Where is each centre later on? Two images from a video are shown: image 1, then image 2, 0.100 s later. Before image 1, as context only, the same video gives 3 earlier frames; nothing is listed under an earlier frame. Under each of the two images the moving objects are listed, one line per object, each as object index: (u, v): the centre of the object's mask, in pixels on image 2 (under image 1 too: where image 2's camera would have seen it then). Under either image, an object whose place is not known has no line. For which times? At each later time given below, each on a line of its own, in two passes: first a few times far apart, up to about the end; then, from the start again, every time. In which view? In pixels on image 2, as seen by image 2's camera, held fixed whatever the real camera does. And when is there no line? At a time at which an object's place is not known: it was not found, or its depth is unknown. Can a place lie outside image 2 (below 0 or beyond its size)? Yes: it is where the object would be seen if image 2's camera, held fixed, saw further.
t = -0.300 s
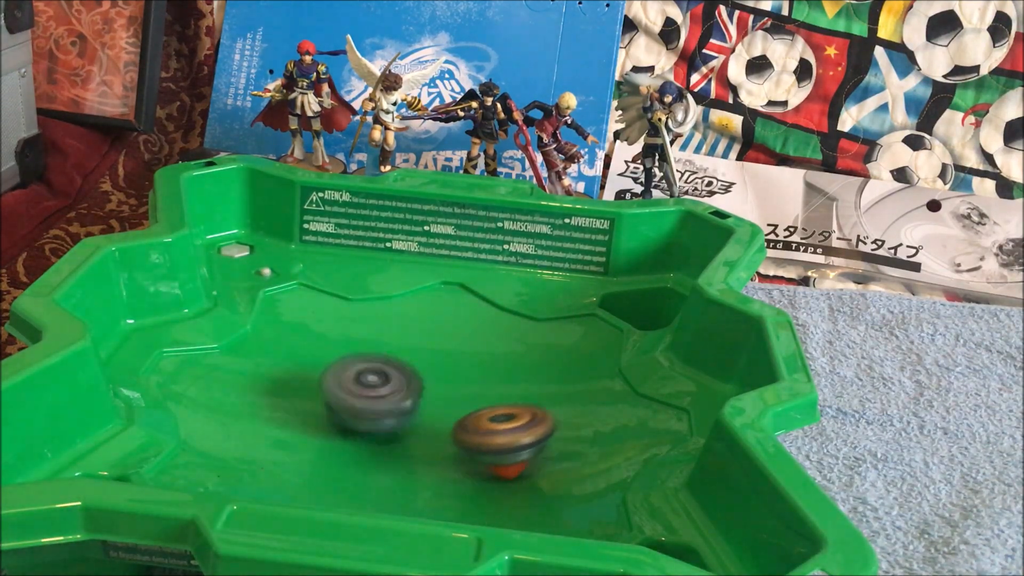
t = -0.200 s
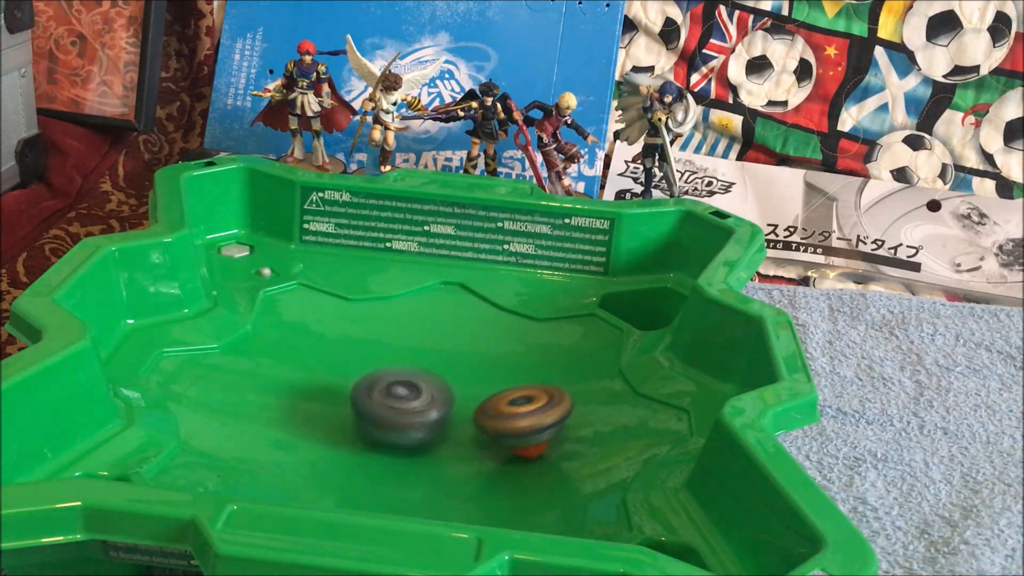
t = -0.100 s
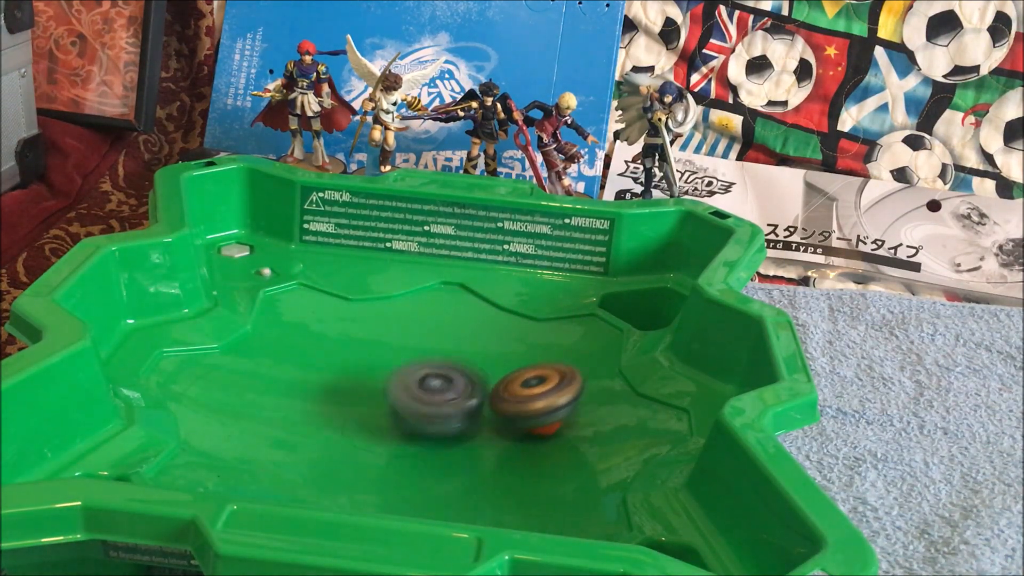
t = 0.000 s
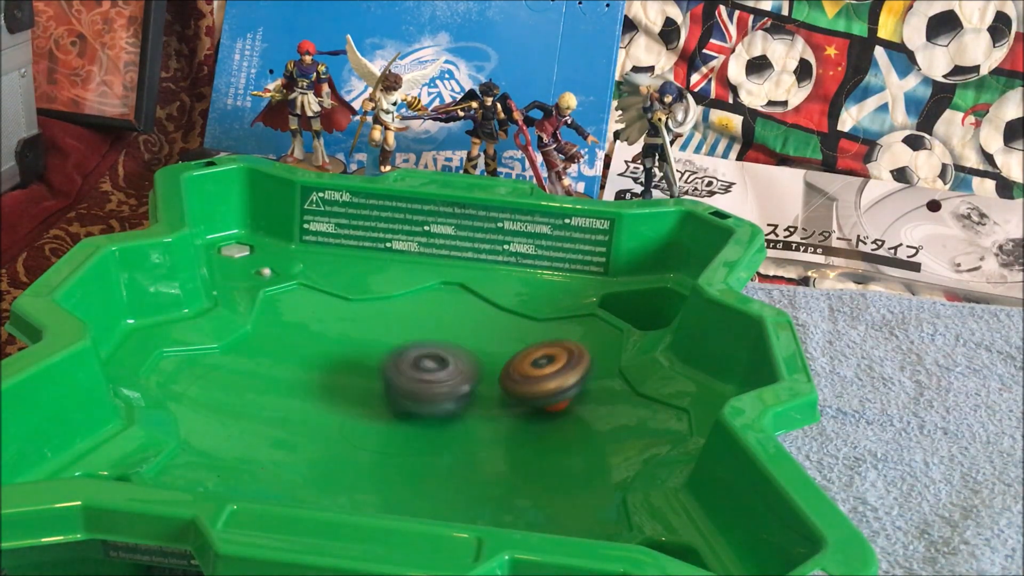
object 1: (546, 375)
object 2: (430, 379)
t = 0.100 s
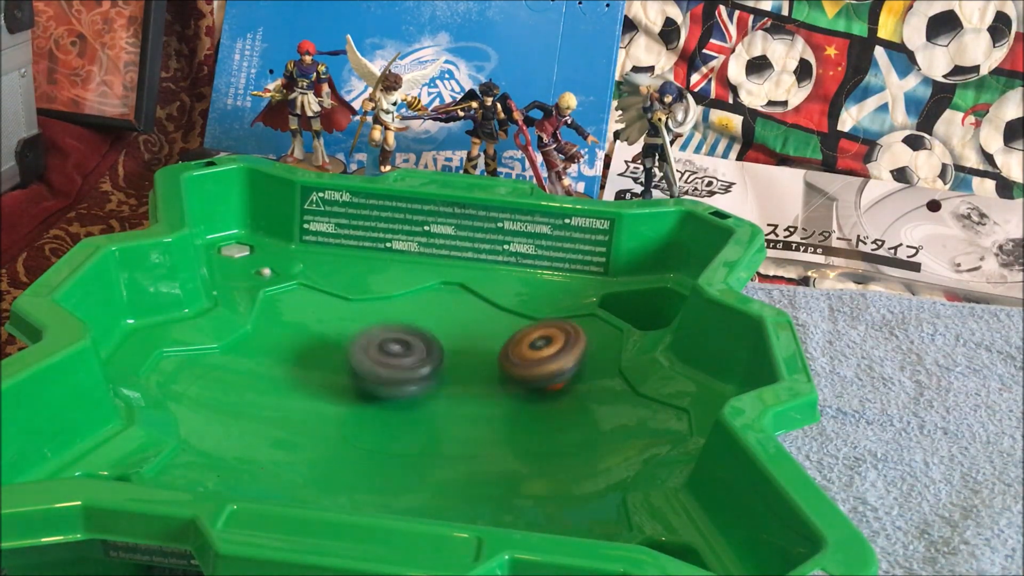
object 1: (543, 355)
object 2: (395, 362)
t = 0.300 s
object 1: (515, 324)
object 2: (340, 374)
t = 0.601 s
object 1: (438, 298)
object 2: (438, 375)
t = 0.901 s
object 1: (355, 302)
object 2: (438, 355)
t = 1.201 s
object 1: (303, 348)
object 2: (449, 383)
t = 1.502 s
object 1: (312, 406)
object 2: (451, 382)
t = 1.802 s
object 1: (389, 444)
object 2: (419, 380)
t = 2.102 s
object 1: (482, 429)
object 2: (384, 354)
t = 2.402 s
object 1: (526, 376)
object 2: (408, 372)
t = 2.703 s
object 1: (521, 328)
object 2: (381, 376)
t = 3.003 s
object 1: (455, 315)
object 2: (418, 406)
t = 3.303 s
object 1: (350, 287)
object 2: (488, 408)
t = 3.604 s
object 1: (313, 323)
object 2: (480, 380)
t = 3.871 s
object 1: (294, 375)
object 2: (445, 392)
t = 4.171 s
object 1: (380, 425)
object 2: (464, 360)
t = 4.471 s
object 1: (510, 420)
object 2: (389, 395)
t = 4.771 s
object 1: (544, 374)
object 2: (448, 393)
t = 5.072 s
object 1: (496, 331)
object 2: (355, 374)
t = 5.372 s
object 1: (378, 315)
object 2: (382, 392)
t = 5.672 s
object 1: (304, 338)
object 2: (427, 344)
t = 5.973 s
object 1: (331, 397)
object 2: (397, 341)
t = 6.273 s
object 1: (451, 441)
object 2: (455, 373)
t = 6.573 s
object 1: (534, 407)
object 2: (439, 353)
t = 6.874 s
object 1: (508, 345)
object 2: (415, 393)
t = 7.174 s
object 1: (410, 307)
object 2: (450, 397)
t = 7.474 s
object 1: (329, 325)
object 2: (403, 369)
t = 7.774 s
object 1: (298, 376)
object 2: (438, 385)
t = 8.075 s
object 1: (407, 439)
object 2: (444, 372)
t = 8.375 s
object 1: (528, 416)
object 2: (408, 372)
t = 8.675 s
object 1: (522, 346)
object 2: (410, 387)
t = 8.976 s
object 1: (415, 307)
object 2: (429, 376)
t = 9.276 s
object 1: (315, 332)
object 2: (412, 361)
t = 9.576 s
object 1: (326, 405)
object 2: (407, 374)
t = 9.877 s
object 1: (459, 438)
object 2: (445, 367)
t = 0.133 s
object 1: (541, 348)
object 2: (382, 359)
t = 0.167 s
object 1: (537, 343)
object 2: (370, 358)
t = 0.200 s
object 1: (533, 337)
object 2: (359, 361)
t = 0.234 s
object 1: (528, 332)
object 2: (347, 364)
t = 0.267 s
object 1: (522, 328)
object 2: (342, 369)
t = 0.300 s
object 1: (515, 324)
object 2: (340, 374)
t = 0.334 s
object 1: (509, 320)
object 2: (343, 380)
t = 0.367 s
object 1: (502, 314)
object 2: (350, 386)
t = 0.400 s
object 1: (494, 311)
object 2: (362, 392)
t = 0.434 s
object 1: (486, 308)
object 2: (375, 395)
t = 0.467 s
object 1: (477, 305)
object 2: (389, 395)
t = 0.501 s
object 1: (468, 303)
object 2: (403, 394)
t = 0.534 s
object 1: (458, 301)
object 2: (417, 390)
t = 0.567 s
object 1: (448, 300)
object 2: (429, 383)
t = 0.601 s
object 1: (438, 298)
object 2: (438, 375)
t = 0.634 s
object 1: (428, 296)
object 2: (443, 365)
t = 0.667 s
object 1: (417, 295)
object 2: (444, 357)
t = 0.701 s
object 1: (407, 292)
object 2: (444, 353)
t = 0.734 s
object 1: (397, 292)
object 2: (444, 351)
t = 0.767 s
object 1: (389, 292)
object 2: (444, 352)
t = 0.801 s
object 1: (380, 295)
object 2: (442, 353)
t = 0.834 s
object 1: (372, 296)
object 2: (441, 353)
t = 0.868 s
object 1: (363, 298)
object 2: (440, 354)
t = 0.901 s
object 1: (355, 302)
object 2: (438, 355)
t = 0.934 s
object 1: (348, 306)
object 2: (438, 357)
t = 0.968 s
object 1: (341, 310)
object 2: (437, 360)
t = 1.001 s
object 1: (335, 315)
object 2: (436, 363)
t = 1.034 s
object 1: (329, 320)
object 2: (437, 367)
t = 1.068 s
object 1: (323, 325)
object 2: (439, 371)
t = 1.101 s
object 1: (317, 331)
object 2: (441, 374)
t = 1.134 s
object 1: (311, 338)
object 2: (444, 378)
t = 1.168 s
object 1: (306, 343)
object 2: (446, 380)
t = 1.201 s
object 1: (303, 348)
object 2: (449, 383)
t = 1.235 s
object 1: (299, 355)
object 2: (452, 384)
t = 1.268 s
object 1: (297, 361)
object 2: (455, 383)
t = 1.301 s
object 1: (295, 368)
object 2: (457, 384)
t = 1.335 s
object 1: (295, 374)
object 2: (457, 384)
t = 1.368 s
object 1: (296, 381)
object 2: (458, 383)
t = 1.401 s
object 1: (298, 387)
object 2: (458, 383)
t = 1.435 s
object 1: (302, 394)
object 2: (456, 383)
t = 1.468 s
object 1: (307, 400)
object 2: (454, 382)
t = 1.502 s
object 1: (312, 406)
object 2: (451, 382)
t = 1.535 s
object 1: (318, 412)
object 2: (446, 382)
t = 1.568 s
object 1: (324, 417)
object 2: (442, 381)
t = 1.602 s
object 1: (333, 423)
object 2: (437, 382)
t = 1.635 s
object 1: (341, 427)
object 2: (432, 382)
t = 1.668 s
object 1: (351, 431)
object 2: (427, 382)
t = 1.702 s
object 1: (361, 435)
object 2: (423, 383)
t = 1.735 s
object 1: (372, 438)
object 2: (420, 383)
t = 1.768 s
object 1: (379, 442)
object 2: (419, 382)
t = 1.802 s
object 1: (389, 444)
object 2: (419, 380)
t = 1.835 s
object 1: (399, 445)
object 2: (418, 376)
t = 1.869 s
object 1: (410, 445)
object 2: (416, 372)
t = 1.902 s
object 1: (420, 445)
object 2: (413, 367)
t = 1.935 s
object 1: (432, 444)
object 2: (409, 362)
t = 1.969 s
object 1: (443, 442)
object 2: (403, 358)
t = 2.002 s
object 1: (453, 440)
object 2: (398, 356)
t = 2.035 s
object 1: (463, 437)
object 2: (393, 354)
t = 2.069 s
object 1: (473, 433)
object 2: (388, 354)
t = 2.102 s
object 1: (482, 429)
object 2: (384, 354)
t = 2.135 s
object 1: (491, 425)
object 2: (381, 355)
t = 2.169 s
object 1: (498, 420)
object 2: (380, 357)
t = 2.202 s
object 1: (506, 414)
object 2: (379, 359)
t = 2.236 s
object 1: (512, 408)
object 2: (380, 362)
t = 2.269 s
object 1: (517, 402)
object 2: (383, 366)
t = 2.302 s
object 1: (520, 395)
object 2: (388, 367)
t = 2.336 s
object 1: (523, 389)
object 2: (393, 369)
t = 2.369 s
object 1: (524, 383)
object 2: (400, 372)
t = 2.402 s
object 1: (526, 376)
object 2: (408, 372)
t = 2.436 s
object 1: (528, 369)
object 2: (416, 373)
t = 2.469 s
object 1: (528, 362)
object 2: (423, 371)
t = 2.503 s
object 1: (527, 357)
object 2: (431, 370)
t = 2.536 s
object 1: (526, 351)
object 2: (435, 367)
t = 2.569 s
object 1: (531, 345)
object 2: (427, 366)
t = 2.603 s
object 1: (531, 340)
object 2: (415, 367)
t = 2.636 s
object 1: (528, 336)
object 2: (402, 368)
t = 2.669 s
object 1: (525, 333)
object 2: (390, 372)
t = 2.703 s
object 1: (521, 328)
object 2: (381, 376)
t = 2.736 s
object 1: (516, 326)
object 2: (374, 381)
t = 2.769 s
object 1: (510, 323)
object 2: (369, 386)
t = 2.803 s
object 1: (504, 320)
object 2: (368, 392)
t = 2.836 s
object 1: (498, 319)
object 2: (370, 398)
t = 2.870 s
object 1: (490, 317)
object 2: (375, 403)
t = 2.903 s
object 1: (482, 316)
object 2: (384, 407)
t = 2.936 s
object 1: (473, 316)
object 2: (396, 409)
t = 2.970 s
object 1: (464, 315)
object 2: (408, 408)
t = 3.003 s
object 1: (455, 315)
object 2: (418, 406)
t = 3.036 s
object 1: (446, 316)
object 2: (428, 401)
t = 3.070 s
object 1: (435, 316)
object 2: (435, 394)
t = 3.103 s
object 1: (424, 316)
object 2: (438, 385)
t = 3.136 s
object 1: (414, 315)
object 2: (438, 377)
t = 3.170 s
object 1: (396, 311)
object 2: (445, 384)
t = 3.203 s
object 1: (381, 295)
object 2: (455, 394)
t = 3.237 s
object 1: (365, 290)
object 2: (466, 401)
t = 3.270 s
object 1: (358, 287)
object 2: (476, 405)
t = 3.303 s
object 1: (350, 287)
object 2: (488, 408)
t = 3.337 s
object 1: (344, 289)
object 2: (501, 409)
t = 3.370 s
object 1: (338, 290)
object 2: (511, 406)
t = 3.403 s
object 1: (332, 293)
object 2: (519, 402)
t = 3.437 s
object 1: (327, 297)
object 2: (521, 398)
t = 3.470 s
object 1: (323, 301)
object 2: (517, 394)
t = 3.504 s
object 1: (318, 306)
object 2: (512, 391)
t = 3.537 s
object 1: (316, 311)
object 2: (504, 387)
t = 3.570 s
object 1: (315, 316)
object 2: (494, 383)
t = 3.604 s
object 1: (313, 323)
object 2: (480, 380)
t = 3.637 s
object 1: (311, 330)
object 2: (464, 379)
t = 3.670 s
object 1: (311, 338)
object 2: (449, 380)
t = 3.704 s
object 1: (313, 346)
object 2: (434, 381)
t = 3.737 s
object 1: (316, 353)
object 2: (421, 384)
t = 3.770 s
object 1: (316, 361)
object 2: (414, 385)
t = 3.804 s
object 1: (302, 366)
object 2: (424, 388)
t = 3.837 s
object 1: (294, 370)
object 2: (435, 391)
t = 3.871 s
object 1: (294, 375)
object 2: (445, 392)
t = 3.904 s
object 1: (297, 381)
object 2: (457, 393)
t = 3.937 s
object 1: (303, 387)
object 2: (468, 392)
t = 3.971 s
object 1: (310, 394)
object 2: (478, 389)
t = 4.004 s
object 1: (319, 400)
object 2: (484, 383)
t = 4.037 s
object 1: (329, 406)
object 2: (485, 378)
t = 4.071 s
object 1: (340, 412)
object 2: (483, 373)
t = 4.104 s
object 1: (352, 417)
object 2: (479, 368)
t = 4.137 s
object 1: (365, 421)
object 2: (473, 365)
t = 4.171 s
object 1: (380, 425)
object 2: (464, 360)
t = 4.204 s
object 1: (396, 428)
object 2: (453, 358)
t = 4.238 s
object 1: (413, 429)
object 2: (440, 359)
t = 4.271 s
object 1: (429, 431)
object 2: (427, 361)
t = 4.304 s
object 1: (444, 431)
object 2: (417, 365)
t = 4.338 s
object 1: (460, 431)
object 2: (409, 368)
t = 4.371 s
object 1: (474, 429)
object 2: (400, 374)
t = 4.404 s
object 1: (488, 427)
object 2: (393, 380)
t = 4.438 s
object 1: (500, 424)
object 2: (390, 387)
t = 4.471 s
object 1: (510, 420)
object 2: (389, 395)
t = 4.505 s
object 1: (520, 417)
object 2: (393, 400)
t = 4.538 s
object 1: (528, 412)
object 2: (399, 405)
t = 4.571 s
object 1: (535, 407)
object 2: (405, 409)
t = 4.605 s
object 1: (539, 402)
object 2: (413, 412)
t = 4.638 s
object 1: (543, 396)
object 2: (425, 413)
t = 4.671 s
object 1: (546, 391)
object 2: (436, 409)
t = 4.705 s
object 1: (547, 385)
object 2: (442, 405)
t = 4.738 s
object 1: (546, 380)
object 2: (446, 399)
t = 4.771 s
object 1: (544, 374)
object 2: (448, 393)
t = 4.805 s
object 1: (545, 368)
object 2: (446, 387)
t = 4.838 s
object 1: (545, 361)
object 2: (436, 382)
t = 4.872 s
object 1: (541, 357)
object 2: (423, 379)
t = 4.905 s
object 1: (538, 351)
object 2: (412, 377)
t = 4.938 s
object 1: (531, 347)
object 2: (400, 374)
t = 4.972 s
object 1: (524, 342)
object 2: (389, 371)
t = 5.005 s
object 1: (517, 338)
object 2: (375, 371)
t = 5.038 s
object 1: (507, 335)
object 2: (364, 373)
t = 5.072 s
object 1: (496, 331)
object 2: (355, 374)
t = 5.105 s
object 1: (485, 328)
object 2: (349, 375)
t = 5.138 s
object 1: (473, 326)
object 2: (341, 379)
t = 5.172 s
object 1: (461, 323)
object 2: (338, 383)
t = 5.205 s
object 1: (448, 322)
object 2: (341, 388)
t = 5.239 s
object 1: (434, 320)
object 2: (347, 391)
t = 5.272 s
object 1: (420, 319)
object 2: (352, 392)
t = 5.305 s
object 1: (406, 318)
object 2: (361, 393)
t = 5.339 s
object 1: (393, 316)
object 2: (372, 393)
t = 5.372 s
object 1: (378, 315)
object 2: (382, 392)
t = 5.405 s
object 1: (366, 315)
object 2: (391, 388)
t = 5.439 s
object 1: (353, 316)
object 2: (400, 386)
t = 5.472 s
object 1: (343, 317)
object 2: (411, 380)
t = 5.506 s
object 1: (333, 320)
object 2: (417, 373)
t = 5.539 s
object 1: (325, 322)
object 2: (421, 368)
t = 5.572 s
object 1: (318, 326)
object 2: (425, 363)
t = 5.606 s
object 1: (312, 329)
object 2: (429, 355)
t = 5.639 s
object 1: (307, 333)
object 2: (428, 349)
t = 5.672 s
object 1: (304, 338)
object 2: (427, 344)
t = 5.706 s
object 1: (301, 343)
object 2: (426, 339)
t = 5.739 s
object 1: (301, 349)
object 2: (422, 332)
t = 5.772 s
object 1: (301, 355)
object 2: (416, 329)
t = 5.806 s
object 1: (303, 362)
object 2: (410, 329)
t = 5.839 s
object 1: (306, 368)
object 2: (406, 329)
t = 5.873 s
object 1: (311, 375)
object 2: (401, 329)
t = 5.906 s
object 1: (316, 383)
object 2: (397, 334)
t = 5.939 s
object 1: (323, 390)
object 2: (396, 338)
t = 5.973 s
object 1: (331, 397)
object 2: (397, 341)
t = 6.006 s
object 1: (340, 405)
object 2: (396, 347)
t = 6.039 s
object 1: (352, 412)
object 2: (400, 354)
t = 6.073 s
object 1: (363, 418)
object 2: (407, 358)
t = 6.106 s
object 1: (376, 423)
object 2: (411, 362)
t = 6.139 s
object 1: (390, 428)
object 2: (419, 368)
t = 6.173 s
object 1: (403, 433)
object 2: (430, 372)
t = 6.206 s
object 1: (419, 437)
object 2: (440, 373)
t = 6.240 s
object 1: (436, 440)
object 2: (448, 373)
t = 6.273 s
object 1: (451, 441)
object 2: (455, 373)
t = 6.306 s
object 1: (465, 441)
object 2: (463, 370)
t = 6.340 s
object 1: (478, 439)
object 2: (466, 365)
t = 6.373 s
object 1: (490, 437)
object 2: (468, 362)
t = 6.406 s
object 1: (500, 434)
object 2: (469, 356)
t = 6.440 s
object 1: (511, 430)
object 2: (465, 353)
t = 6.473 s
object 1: (519, 426)
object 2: (458, 351)
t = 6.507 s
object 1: (525, 420)
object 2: (455, 350)
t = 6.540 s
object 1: (529, 415)
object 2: (447, 350)
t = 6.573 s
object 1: (534, 407)
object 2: (439, 353)
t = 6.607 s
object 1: (535, 401)
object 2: (436, 355)
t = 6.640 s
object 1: (536, 395)
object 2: (428, 357)
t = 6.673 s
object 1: (535, 389)
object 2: (421, 363)
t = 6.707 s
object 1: (535, 381)
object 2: (419, 368)
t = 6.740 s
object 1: (531, 373)
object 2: (414, 371)
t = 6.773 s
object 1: (526, 367)
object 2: (412, 378)
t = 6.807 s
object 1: (521, 359)
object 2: (412, 384)
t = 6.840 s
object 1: (515, 352)
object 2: (413, 387)
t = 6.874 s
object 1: (508, 345)
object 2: (415, 393)
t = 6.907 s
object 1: (500, 338)
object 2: (420, 398)
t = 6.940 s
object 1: (490, 332)
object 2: (425, 401)
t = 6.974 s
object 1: (481, 327)
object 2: (430, 404)
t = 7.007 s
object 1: (470, 322)
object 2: (438, 405)
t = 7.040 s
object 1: (459, 318)
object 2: (442, 405)
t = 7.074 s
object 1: (447, 316)
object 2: (445, 404)
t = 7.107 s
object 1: (435, 312)
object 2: (450, 402)
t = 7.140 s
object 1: (422, 309)
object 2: (451, 399)
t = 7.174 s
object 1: (410, 307)
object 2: (450, 397)
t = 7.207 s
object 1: (399, 306)
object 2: (452, 393)
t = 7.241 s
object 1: (389, 306)
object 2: (449, 389)
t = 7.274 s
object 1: (378, 306)
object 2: (444, 386)
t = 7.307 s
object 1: (368, 307)
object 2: (442, 381)
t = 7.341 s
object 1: (360, 310)
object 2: (434, 378)
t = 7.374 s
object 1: (352, 313)
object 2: (427, 376)
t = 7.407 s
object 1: (345, 317)
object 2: (420, 370)
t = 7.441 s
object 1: (337, 321)
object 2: (410, 369)
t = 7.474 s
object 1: (329, 325)
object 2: (403, 369)
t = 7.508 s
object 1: (317, 329)
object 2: (402, 370)
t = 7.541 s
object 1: (307, 330)
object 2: (404, 374)
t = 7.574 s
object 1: (300, 335)
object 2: (409, 377)
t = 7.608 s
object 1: (296, 340)
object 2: (412, 379)
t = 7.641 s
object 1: (293, 347)
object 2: (417, 383)
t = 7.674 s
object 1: (291, 355)
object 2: (423, 383)
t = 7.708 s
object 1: (291, 361)
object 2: (427, 385)
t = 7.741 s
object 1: (294, 368)
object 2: (433, 386)
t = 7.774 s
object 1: (298, 376)
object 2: (438, 385)
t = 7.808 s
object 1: (303, 385)
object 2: (441, 385)
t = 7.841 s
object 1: (311, 393)
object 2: (447, 383)
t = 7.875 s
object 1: (320, 400)
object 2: (447, 382)
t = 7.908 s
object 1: (331, 409)
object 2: (449, 380)
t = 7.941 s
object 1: (344, 417)
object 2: (451, 377)
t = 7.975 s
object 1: (359, 425)
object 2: (448, 376)
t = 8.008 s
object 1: (373, 430)
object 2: (449, 375)
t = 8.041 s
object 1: (390, 435)
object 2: (446, 372)
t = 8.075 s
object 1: (407, 439)
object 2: (444, 372)
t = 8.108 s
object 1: (424, 441)
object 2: (442, 369)
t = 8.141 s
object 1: (441, 441)
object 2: (436, 370)
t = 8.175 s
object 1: (458, 441)
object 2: (434, 369)
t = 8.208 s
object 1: (473, 439)
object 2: (429, 368)
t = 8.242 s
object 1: (487, 436)
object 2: (423, 369)
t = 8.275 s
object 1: (498, 434)
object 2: (421, 367)
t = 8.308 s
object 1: (510, 430)
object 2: (415, 369)
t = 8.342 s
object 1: (521, 422)
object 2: (412, 372)
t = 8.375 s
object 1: (528, 416)
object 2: (408, 372)
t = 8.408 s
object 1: (534, 409)
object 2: (405, 376)
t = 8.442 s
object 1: (539, 401)
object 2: (405, 375)
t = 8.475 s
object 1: (540, 395)
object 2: (401, 379)
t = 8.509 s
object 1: (541, 387)
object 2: (403, 380)
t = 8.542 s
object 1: (541, 377)
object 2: (402, 381)
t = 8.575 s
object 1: (538, 370)
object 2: (403, 385)
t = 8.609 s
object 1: (534, 361)
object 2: (405, 384)
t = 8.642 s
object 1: (529, 353)
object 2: (405, 386)
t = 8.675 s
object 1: (522, 346)
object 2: (410, 387)
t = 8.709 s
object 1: (514, 339)
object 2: (410, 387)
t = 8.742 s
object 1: (505, 333)
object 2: (414, 388)
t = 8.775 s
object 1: (495, 327)
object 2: (418, 385)
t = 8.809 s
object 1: (484, 323)
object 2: (420, 386)
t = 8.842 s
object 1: (472, 318)
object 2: (423, 384)
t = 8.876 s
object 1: (459, 313)
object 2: (425, 382)
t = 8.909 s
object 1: (446, 310)
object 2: (428, 380)
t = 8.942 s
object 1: (431, 308)
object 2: (428, 379)
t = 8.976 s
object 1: (415, 307)
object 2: (429, 376)
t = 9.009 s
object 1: (401, 305)
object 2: (429, 372)
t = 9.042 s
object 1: (387, 306)
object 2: (429, 372)
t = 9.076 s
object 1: (374, 307)
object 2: (429, 367)
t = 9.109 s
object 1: (363, 309)
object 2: (425, 366)
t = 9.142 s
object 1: (351, 311)
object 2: (426, 364)
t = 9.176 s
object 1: (340, 315)
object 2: (421, 362)
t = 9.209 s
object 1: (331, 321)
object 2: (419, 362)
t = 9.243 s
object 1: (322, 326)
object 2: (414, 359)
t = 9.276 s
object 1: (315, 332)
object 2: (412, 361)
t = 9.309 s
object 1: (310, 340)
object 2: (411, 359)
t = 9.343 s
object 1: (306, 348)
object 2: (407, 362)
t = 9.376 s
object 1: (303, 355)
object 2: (408, 362)
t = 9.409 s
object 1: (303, 363)
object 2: (405, 363)
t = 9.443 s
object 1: (304, 372)
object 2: (405, 366)
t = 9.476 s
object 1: (305, 380)
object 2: (402, 367)
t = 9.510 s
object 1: (310, 389)
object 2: (404, 370)
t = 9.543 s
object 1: (317, 398)
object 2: (405, 370)
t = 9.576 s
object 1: (326, 405)
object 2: (407, 374)
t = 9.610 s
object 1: (336, 414)
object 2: (410, 373)
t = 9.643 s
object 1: (347, 422)
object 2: (414, 375)
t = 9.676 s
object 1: (360, 428)
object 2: (422, 373)
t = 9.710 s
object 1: (375, 433)
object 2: (424, 373)
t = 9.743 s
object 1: (390, 437)
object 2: (432, 372)
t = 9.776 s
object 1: (408, 440)
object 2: (433, 372)
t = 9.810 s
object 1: (426, 440)
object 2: (440, 371)
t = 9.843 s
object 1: (443, 439)
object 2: (442, 368)
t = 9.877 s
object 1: (459, 438)
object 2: (445, 367)
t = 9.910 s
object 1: (475, 435)
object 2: (445, 363)
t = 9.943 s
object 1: (487, 431)
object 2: (446, 362)
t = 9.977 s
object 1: (500, 426)
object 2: (445, 359)
